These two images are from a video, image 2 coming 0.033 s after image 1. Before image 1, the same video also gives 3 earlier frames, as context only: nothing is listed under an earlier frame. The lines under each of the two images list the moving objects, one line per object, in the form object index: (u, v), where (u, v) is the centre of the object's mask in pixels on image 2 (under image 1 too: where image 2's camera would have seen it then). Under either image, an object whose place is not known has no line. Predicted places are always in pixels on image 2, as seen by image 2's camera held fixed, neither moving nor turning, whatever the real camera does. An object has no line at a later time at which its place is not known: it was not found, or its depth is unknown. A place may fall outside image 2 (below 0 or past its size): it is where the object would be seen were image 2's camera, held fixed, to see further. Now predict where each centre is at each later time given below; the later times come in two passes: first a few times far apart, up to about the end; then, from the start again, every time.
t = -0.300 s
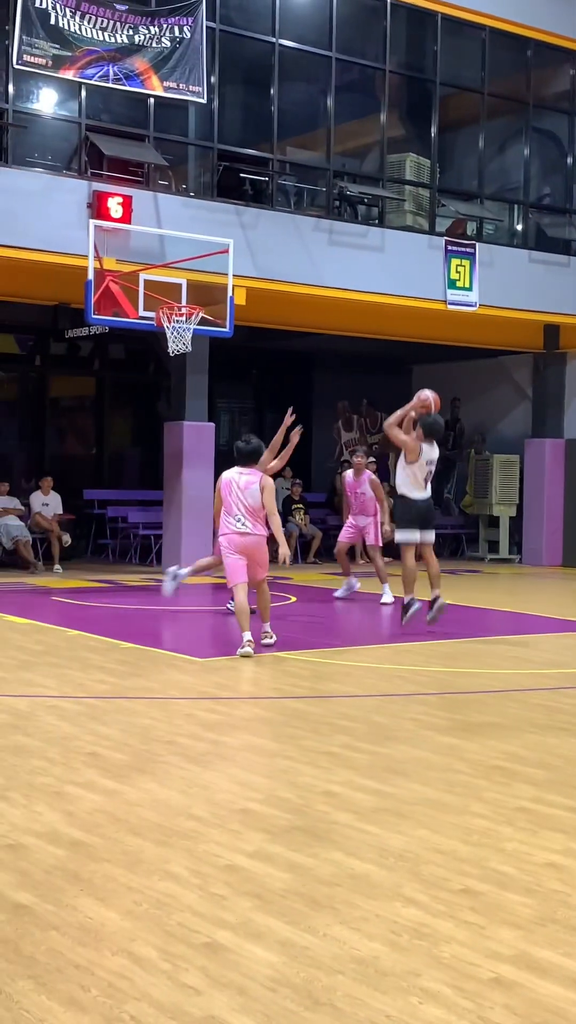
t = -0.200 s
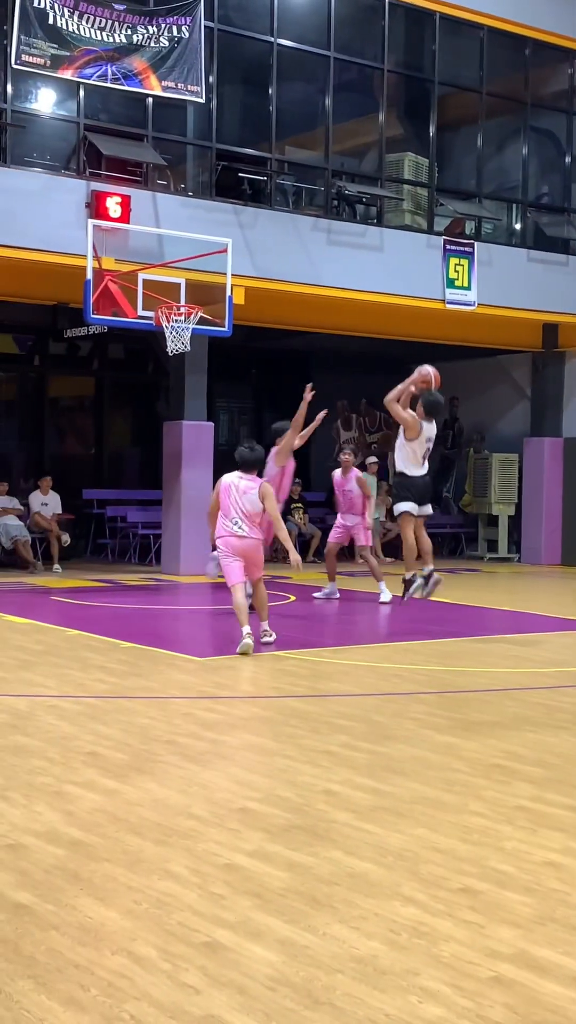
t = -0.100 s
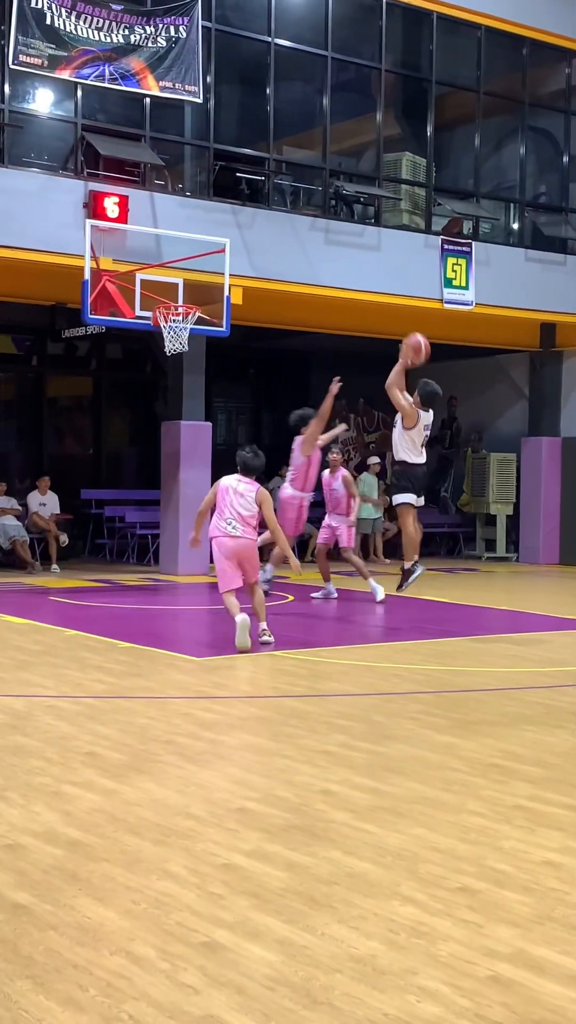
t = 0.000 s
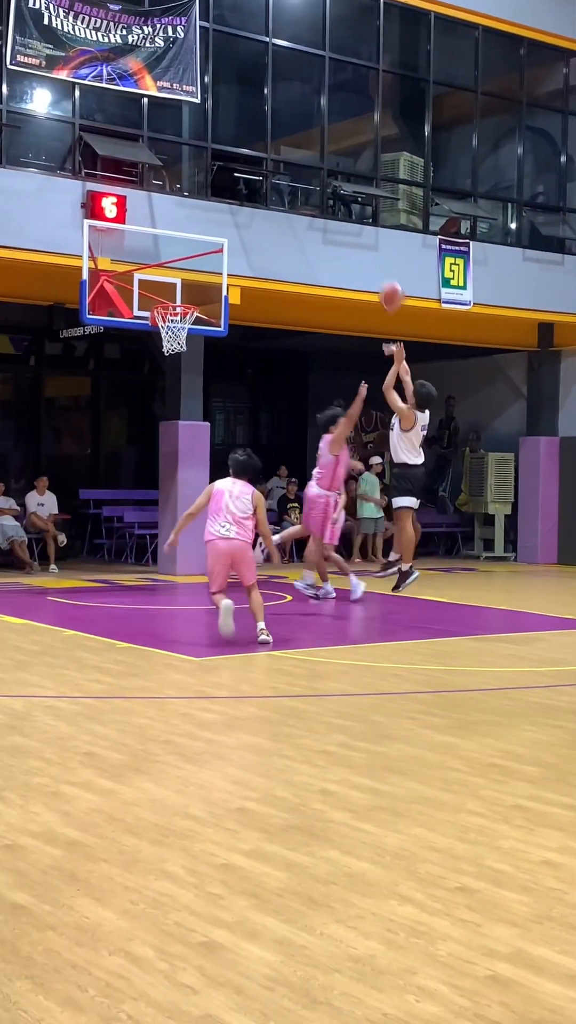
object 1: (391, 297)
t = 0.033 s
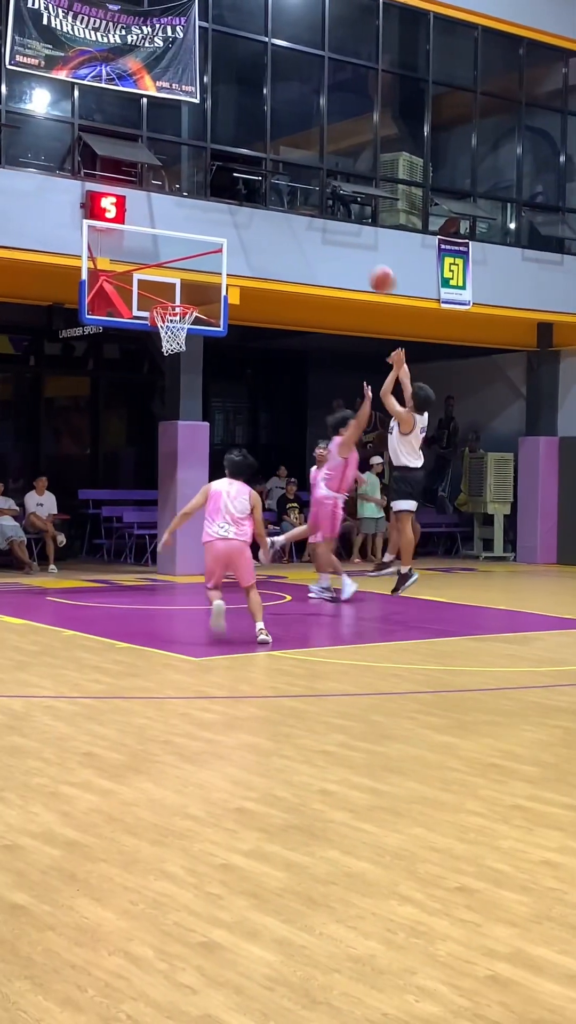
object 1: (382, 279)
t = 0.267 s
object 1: (326, 208)
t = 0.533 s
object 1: (268, 199)
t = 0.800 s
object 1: (216, 257)
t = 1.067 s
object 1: (219, 271)
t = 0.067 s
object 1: (374, 265)
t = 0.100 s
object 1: (365, 253)
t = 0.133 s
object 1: (357, 242)
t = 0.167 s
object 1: (349, 230)
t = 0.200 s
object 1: (341, 222)
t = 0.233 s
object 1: (333, 214)
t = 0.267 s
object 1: (326, 208)
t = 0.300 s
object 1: (318, 203)
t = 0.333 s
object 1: (311, 200)
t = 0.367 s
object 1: (303, 197)
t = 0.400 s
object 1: (296, 196)
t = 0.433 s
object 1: (289, 194)
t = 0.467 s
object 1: (282, 195)
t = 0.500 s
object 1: (275, 197)
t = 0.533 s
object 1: (268, 199)
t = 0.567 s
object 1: (262, 202)
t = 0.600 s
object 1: (255, 207)
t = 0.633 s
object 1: (248, 213)
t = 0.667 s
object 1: (241, 220)
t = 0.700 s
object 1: (235, 228)
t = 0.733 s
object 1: (229, 237)
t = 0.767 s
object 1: (222, 246)
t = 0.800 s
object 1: (216, 257)
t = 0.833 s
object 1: (209, 268)
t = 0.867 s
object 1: (203, 280)
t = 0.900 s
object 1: (196, 295)
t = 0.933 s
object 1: (197, 295)
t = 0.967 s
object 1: (203, 288)
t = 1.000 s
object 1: (209, 280)
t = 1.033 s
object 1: (214, 275)
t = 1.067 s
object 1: (219, 271)
